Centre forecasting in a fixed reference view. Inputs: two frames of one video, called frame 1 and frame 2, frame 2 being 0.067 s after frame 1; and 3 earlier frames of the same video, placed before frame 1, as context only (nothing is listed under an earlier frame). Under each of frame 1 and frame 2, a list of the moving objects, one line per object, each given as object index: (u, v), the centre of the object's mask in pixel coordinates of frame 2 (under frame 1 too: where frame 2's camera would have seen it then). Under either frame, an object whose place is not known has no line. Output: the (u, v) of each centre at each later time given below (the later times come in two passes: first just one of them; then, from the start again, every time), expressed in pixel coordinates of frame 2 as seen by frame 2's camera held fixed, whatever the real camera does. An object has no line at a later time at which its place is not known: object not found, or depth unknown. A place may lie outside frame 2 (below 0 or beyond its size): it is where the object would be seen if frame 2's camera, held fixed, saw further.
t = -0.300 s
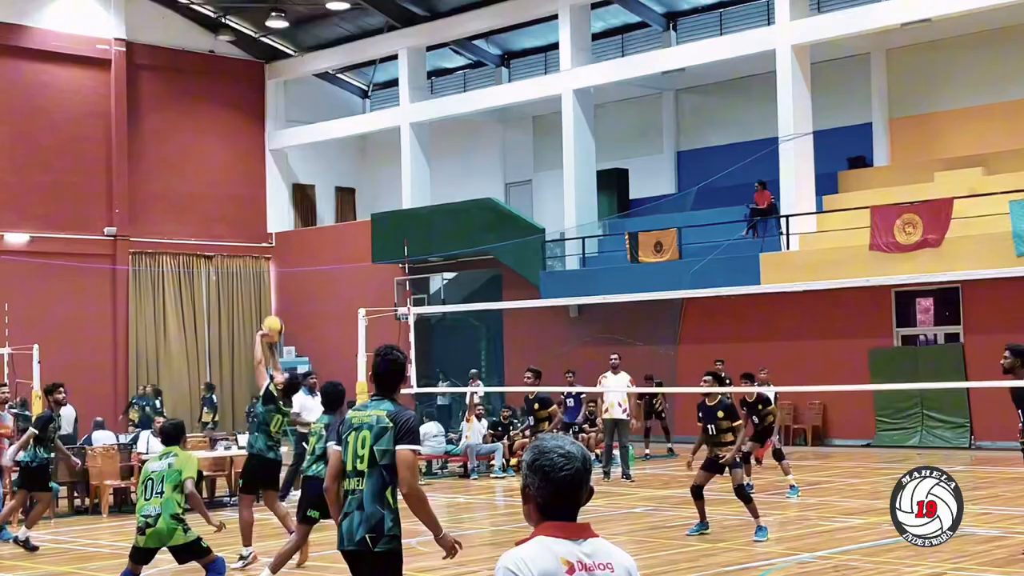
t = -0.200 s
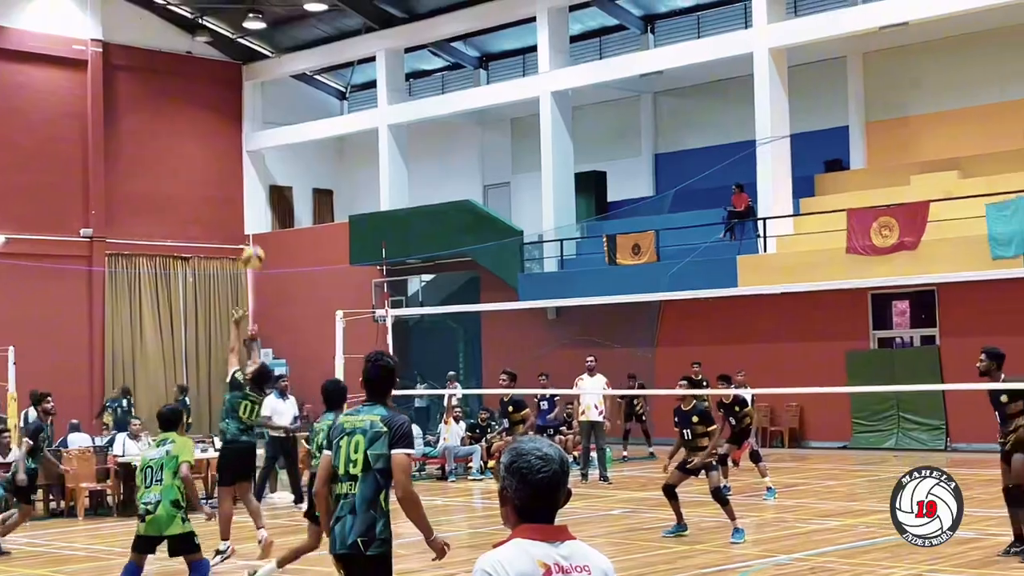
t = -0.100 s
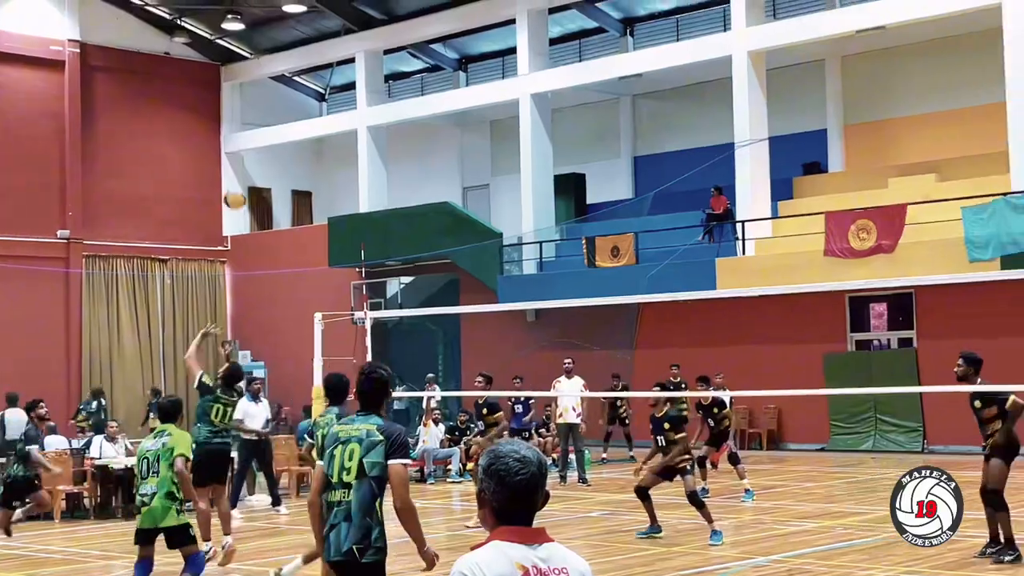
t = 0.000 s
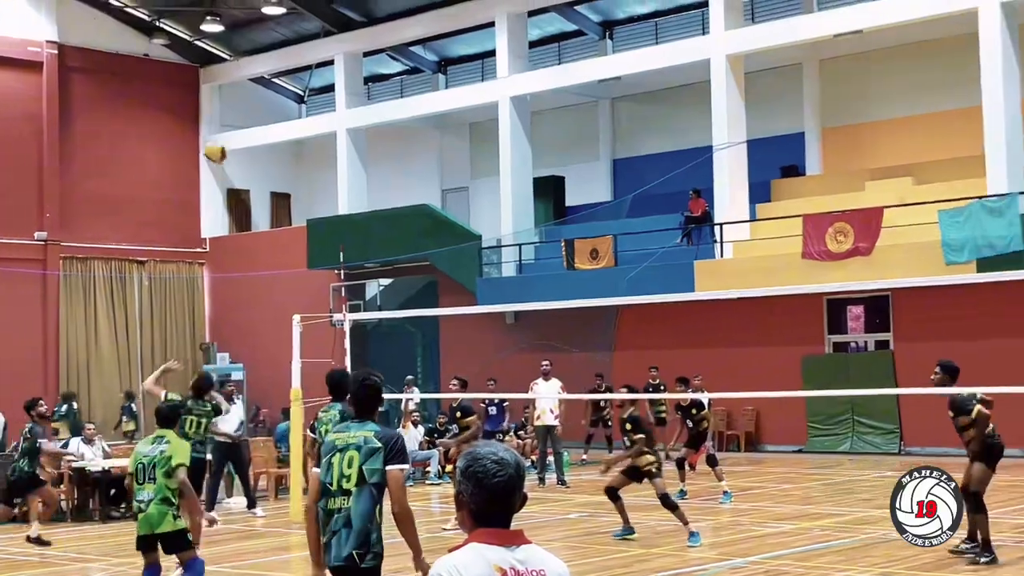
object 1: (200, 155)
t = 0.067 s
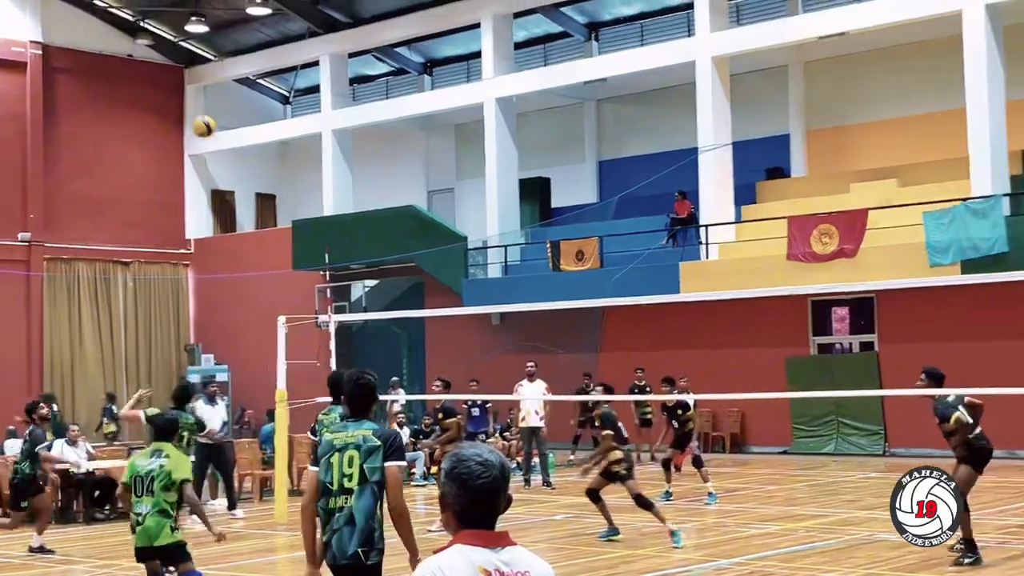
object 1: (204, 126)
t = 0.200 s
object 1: (207, 89)
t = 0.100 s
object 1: (205, 116)
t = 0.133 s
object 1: (206, 106)
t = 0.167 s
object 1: (206, 97)
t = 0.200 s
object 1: (207, 89)
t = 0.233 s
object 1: (208, 83)
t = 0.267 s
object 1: (209, 78)
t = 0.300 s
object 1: (212, 73)
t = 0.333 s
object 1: (211, 70)
